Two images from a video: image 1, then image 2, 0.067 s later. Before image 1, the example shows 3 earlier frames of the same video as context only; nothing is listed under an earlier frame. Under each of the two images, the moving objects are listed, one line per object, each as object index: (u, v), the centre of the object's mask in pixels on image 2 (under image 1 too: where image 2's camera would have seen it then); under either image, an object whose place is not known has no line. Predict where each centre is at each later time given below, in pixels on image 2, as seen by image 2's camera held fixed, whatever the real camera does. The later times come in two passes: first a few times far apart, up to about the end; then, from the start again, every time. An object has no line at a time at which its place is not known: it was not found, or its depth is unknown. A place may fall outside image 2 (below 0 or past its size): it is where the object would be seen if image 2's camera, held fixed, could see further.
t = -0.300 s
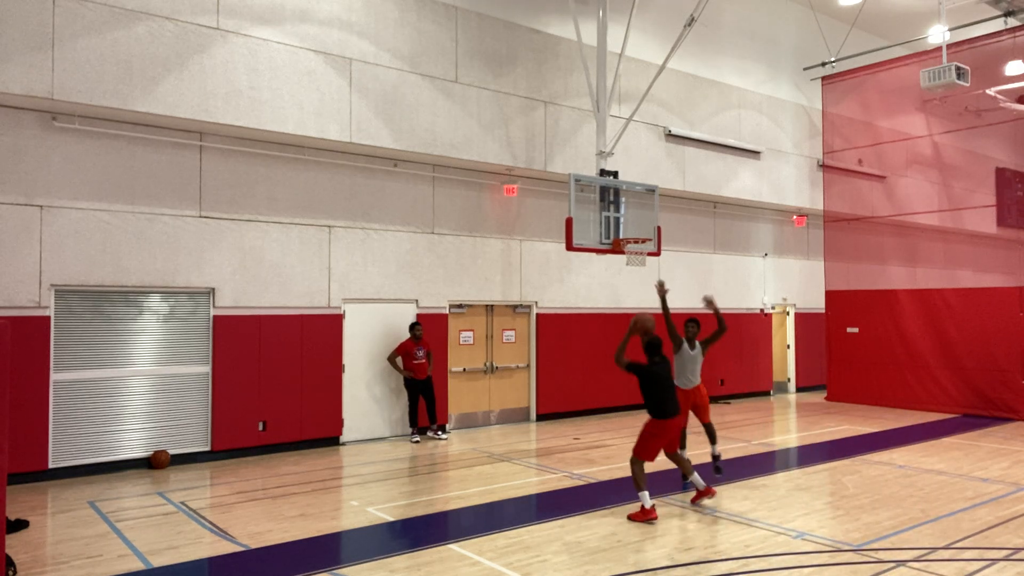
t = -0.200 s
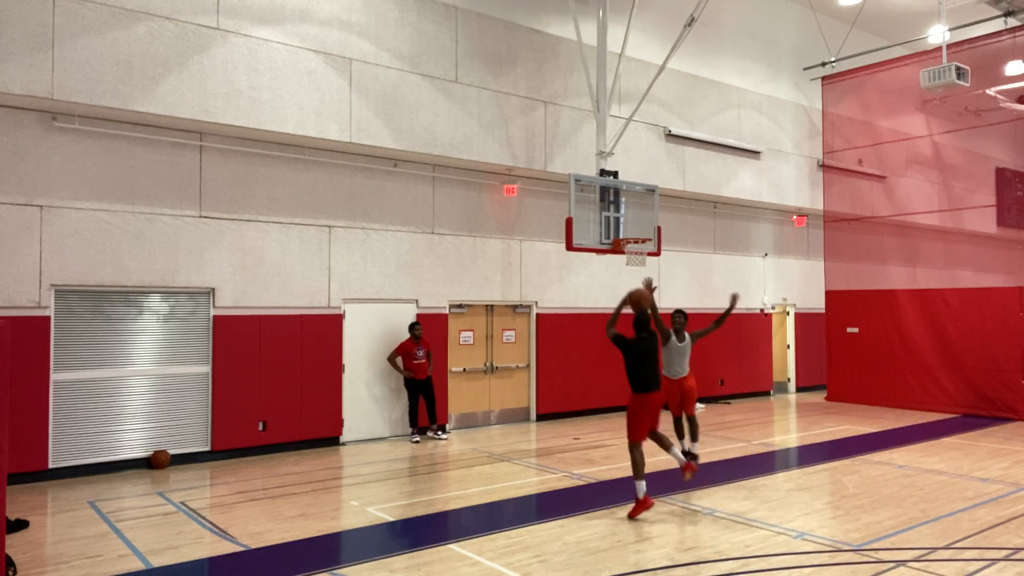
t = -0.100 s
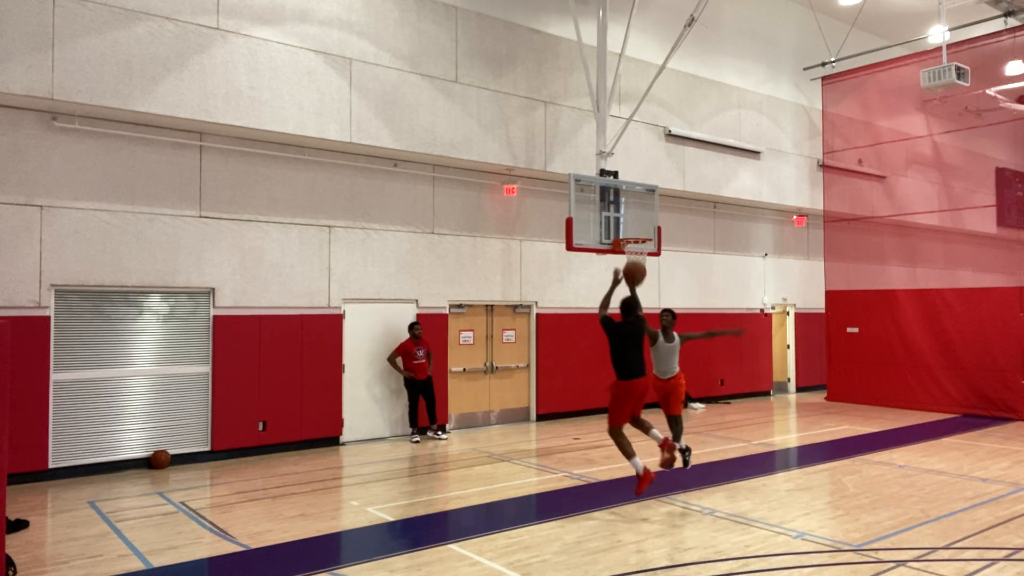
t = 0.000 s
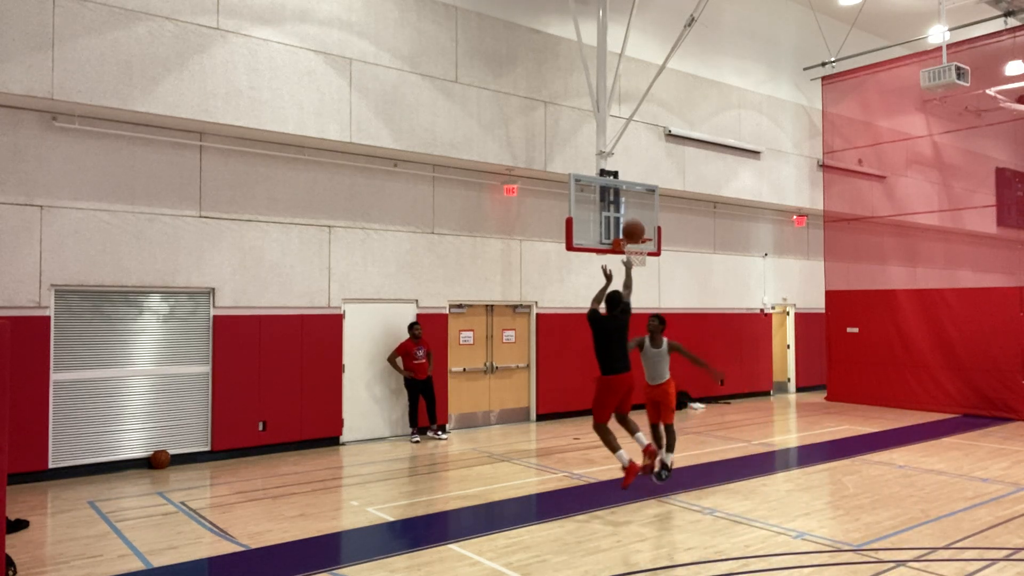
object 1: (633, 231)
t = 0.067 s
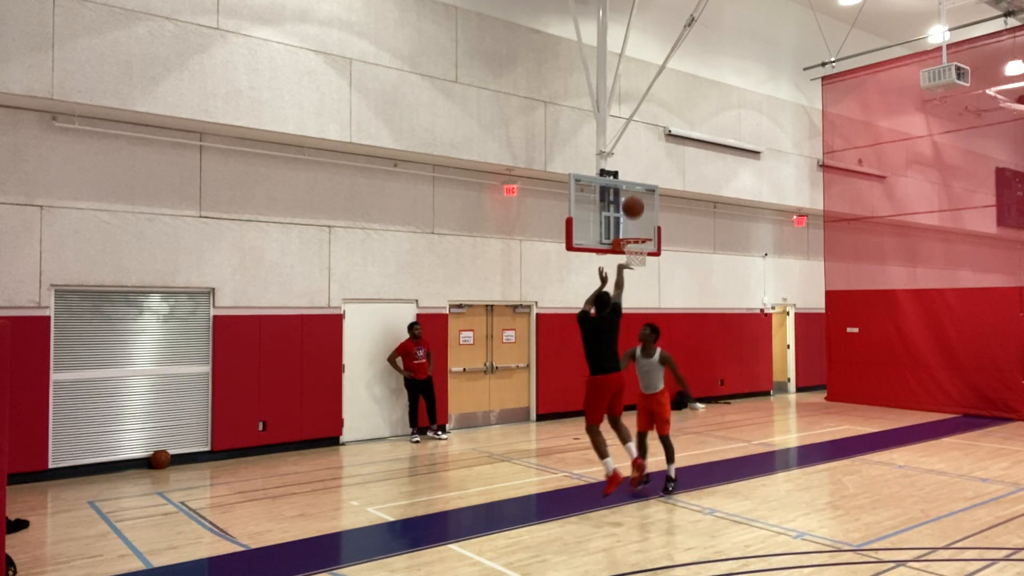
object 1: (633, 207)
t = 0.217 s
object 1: (632, 172)
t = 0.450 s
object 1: (633, 160)
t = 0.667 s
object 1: (633, 184)
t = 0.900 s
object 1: (634, 232)
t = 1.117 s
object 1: (654, 209)
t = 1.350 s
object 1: (680, 219)
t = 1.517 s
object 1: (701, 255)
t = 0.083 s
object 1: (633, 202)
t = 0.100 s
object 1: (633, 197)
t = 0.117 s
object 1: (633, 193)
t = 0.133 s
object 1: (633, 189)
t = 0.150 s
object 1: (633, 185)
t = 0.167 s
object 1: (633, 181)
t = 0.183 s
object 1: (633, 178)
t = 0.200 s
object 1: (632, 175)
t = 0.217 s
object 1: (632, 172)
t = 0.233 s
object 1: (632, 170)
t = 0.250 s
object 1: (632, 168)
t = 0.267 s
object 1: (632, 166)
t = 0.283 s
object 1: (632, 164)
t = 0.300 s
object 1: (632, 163)
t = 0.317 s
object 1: (632, 161)
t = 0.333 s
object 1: (632, 160)
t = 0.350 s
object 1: (632, 160)
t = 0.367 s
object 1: (632, 159)
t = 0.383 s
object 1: (632, 159)
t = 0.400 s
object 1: (632, 159)
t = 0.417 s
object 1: (632, 159)
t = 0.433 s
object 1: (633, 159)
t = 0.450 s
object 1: (633, 160)
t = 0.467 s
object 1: (632, 161)
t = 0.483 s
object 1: (633, 162)
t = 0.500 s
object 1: (633, 163)
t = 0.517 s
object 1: (633, 164)
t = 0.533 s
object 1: (633, 166)
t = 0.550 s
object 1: (633, 167)
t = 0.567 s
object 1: (633, 169)
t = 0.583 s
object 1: (633, 171)
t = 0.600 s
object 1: (633, 174)
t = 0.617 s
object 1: (633, 176)
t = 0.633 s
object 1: (633, 179)
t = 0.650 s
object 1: (633, 181)
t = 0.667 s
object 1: (633, 184)
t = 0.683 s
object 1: (633, 187)
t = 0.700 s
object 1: (633, 190)
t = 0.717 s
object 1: (633, 194)
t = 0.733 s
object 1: (633, 198)
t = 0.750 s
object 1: (633, 201)
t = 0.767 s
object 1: (633, 205)
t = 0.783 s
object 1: (633, 209)
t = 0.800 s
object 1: (633, 213)
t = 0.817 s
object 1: (633, 217)
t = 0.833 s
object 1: (633, 221)
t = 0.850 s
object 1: (633, 226)
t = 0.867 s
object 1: (633, 230)
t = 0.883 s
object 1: (633, 233)
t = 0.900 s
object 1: (634, 232)
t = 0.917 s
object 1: (636, 230)
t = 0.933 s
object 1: (637, 227)
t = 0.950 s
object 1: (639, 225)
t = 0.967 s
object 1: (640, 223)
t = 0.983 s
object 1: (642, 220)
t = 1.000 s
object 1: (643, 218)
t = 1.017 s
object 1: (645, 216)
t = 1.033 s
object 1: (646, 215)
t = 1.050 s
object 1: (648, 213)
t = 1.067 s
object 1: (650, 212)
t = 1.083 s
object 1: (651, 211)
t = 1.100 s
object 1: (653, 210)
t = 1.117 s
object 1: (654, 209)
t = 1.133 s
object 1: (656, 208)
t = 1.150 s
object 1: (658, 208)
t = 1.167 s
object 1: (660, 208)
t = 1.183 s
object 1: (661, 208)
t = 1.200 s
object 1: (663, 208)
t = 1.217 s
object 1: (665, 208)
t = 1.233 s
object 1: (667, 209)
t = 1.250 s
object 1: (669, 210)
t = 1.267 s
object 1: (670, 211)
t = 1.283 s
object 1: (672, 212)
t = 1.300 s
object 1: (674, 213)
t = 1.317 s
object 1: (676, 215)
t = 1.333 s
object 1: (678, 217)
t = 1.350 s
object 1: (680, 219)
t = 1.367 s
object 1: (682, 222)
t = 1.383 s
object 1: (684, 224)
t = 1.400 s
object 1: (686, 227)
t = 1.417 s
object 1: (688, 230)
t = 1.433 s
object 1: (690, 234)
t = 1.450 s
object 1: (692, 238)
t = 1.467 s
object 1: (695, 242)
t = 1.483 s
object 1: (697, 246)
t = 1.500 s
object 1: (699, 250)
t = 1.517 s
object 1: (701, 255)
